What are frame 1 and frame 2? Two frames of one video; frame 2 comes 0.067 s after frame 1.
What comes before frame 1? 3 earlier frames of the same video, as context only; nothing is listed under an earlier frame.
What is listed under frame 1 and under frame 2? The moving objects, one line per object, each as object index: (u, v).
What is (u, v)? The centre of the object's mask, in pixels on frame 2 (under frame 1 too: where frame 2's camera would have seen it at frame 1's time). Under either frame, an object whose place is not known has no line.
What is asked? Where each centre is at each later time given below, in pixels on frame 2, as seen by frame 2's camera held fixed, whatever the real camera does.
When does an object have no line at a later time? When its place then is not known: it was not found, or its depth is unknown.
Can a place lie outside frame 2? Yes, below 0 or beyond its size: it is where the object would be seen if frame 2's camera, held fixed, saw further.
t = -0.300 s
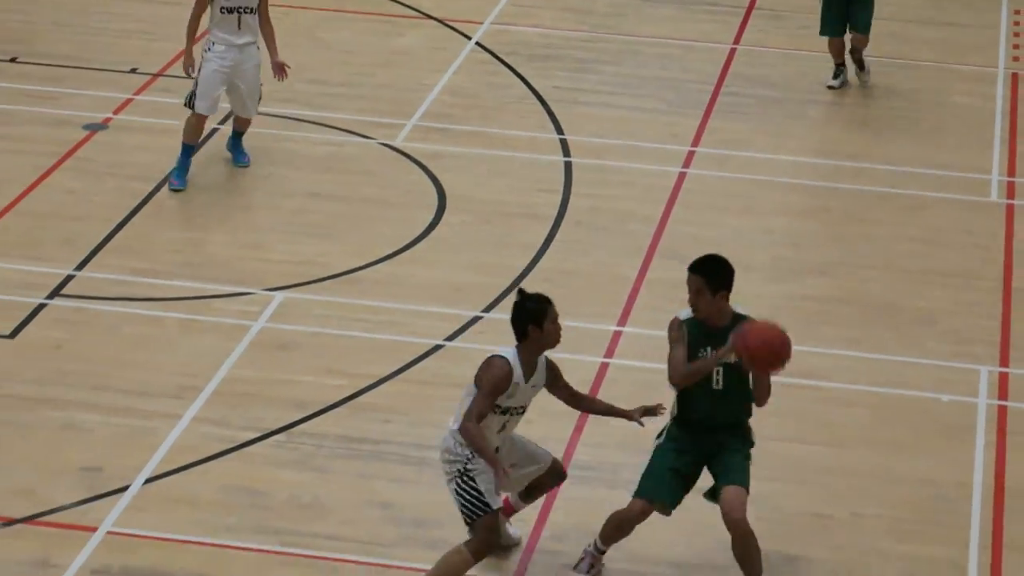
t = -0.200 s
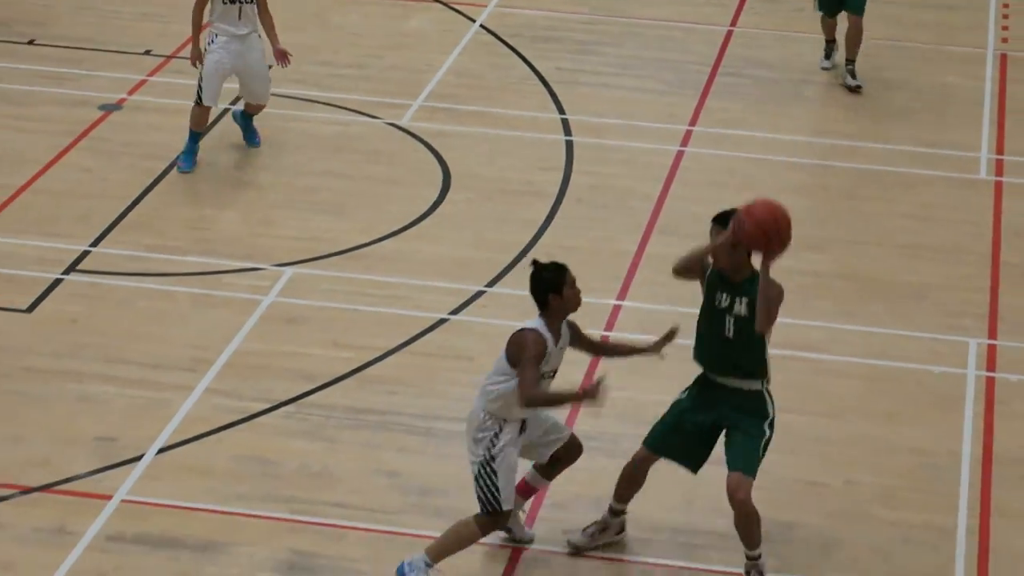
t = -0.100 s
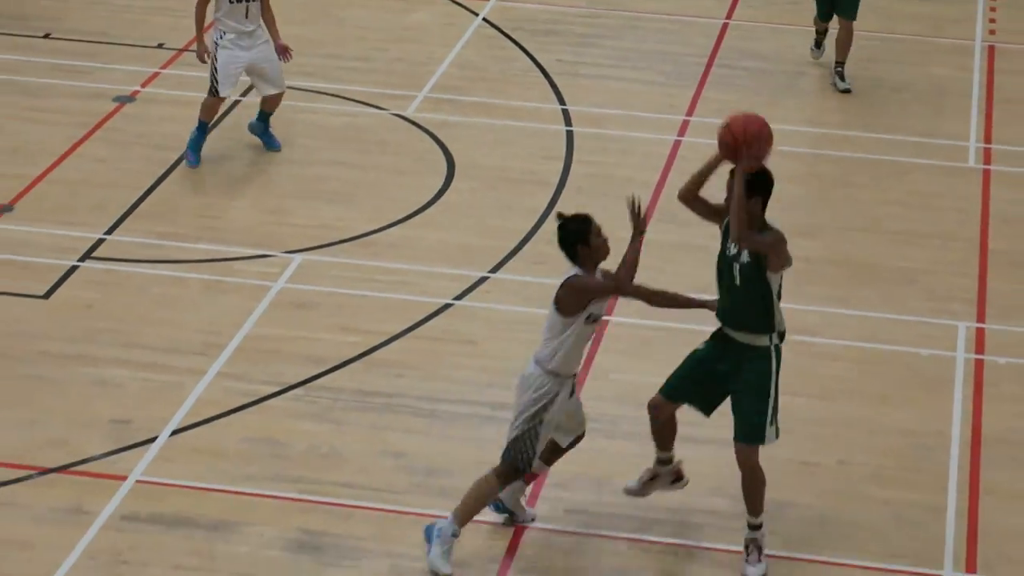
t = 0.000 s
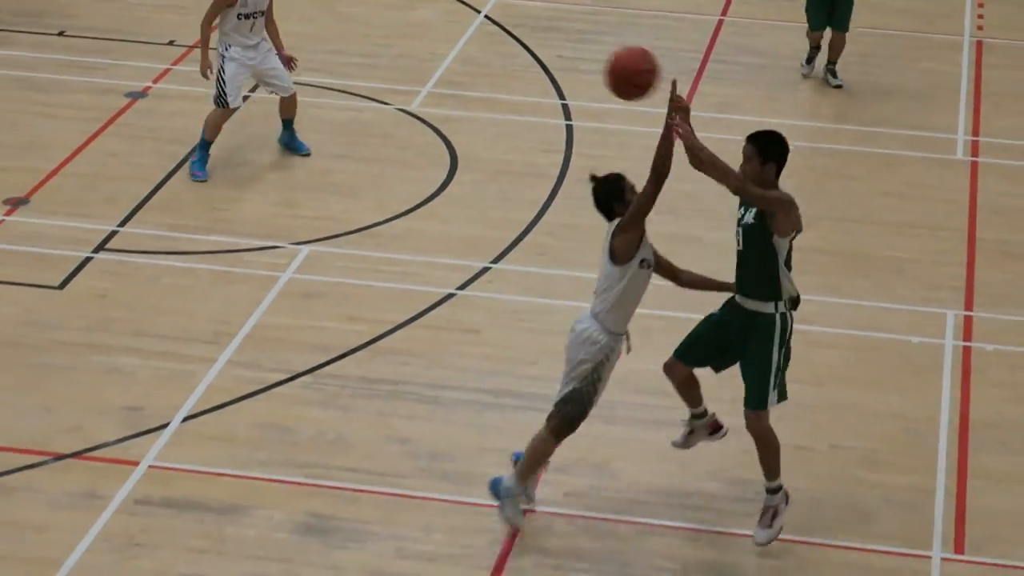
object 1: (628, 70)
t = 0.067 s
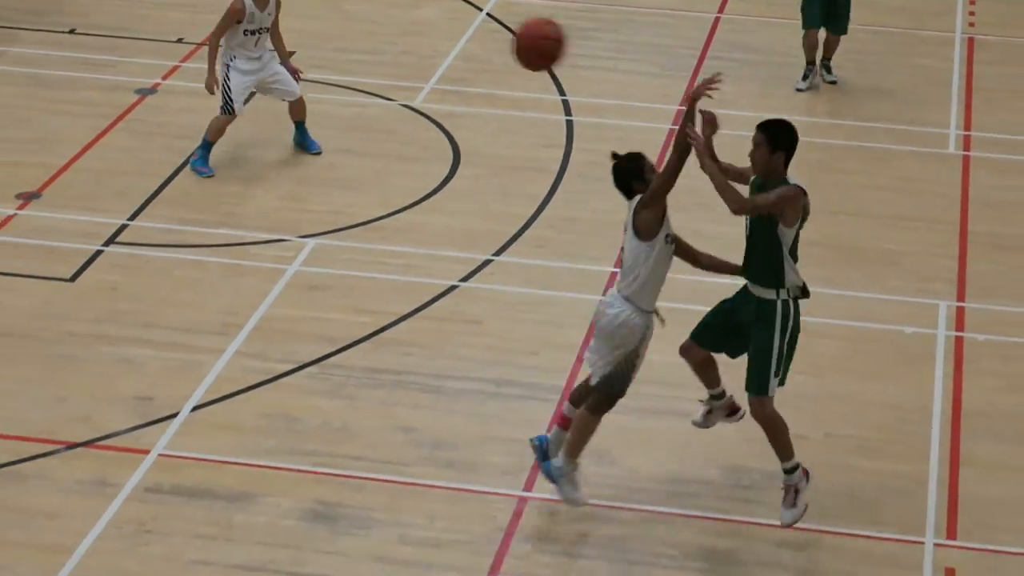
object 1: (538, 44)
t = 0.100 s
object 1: (492, 35)
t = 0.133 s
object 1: (444, 27)
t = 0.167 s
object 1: (397, 22)
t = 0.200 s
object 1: (350, 20)
